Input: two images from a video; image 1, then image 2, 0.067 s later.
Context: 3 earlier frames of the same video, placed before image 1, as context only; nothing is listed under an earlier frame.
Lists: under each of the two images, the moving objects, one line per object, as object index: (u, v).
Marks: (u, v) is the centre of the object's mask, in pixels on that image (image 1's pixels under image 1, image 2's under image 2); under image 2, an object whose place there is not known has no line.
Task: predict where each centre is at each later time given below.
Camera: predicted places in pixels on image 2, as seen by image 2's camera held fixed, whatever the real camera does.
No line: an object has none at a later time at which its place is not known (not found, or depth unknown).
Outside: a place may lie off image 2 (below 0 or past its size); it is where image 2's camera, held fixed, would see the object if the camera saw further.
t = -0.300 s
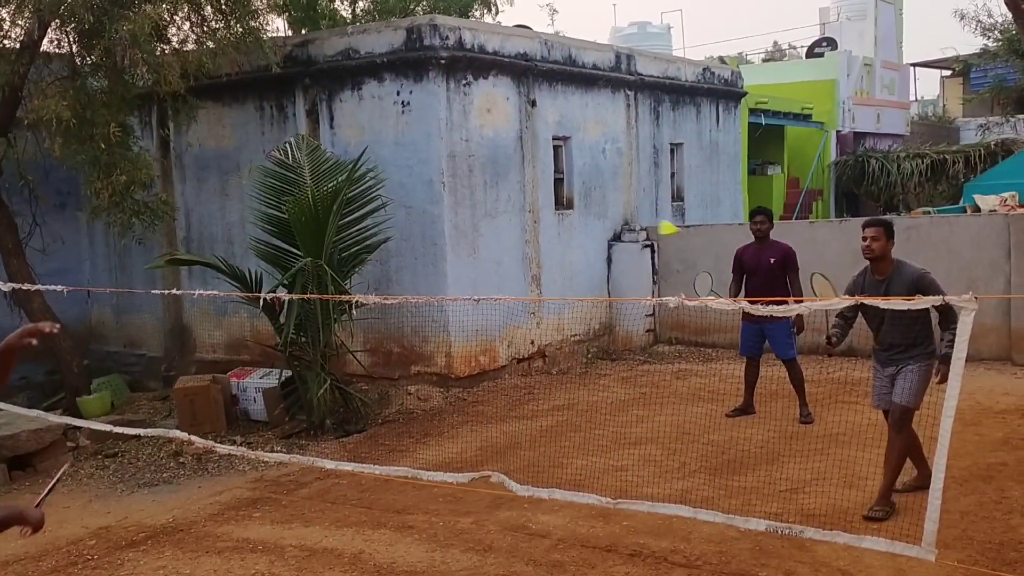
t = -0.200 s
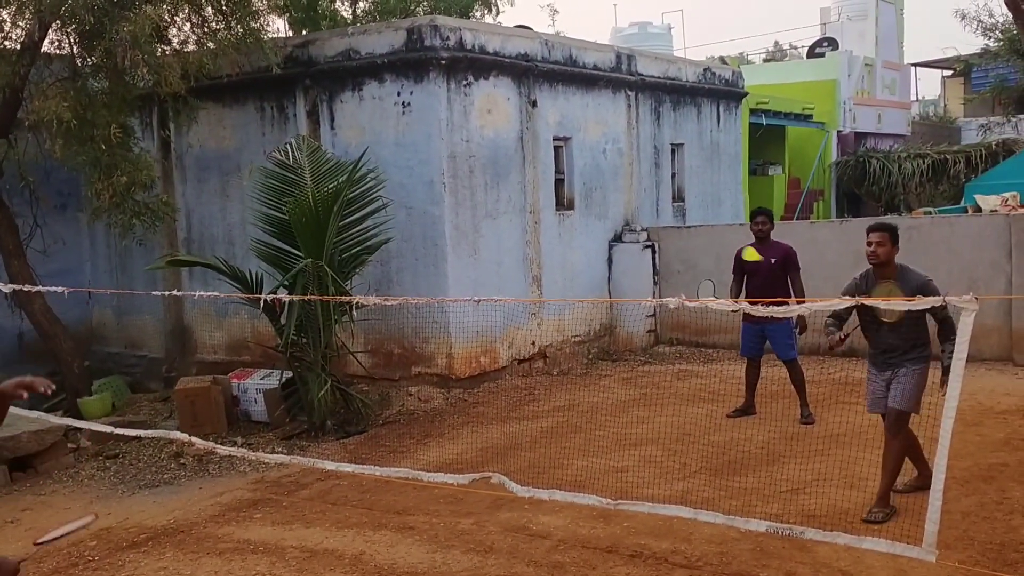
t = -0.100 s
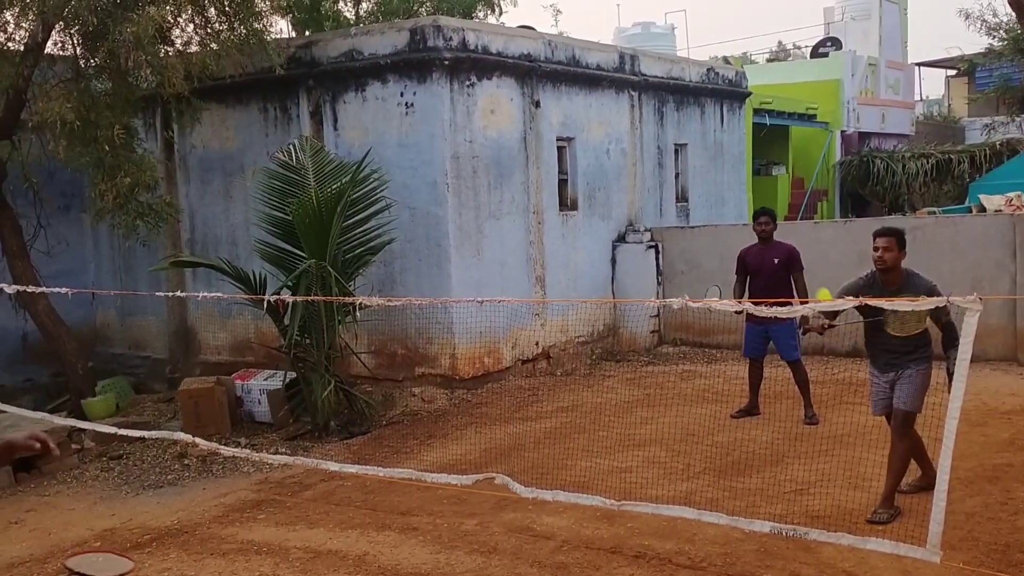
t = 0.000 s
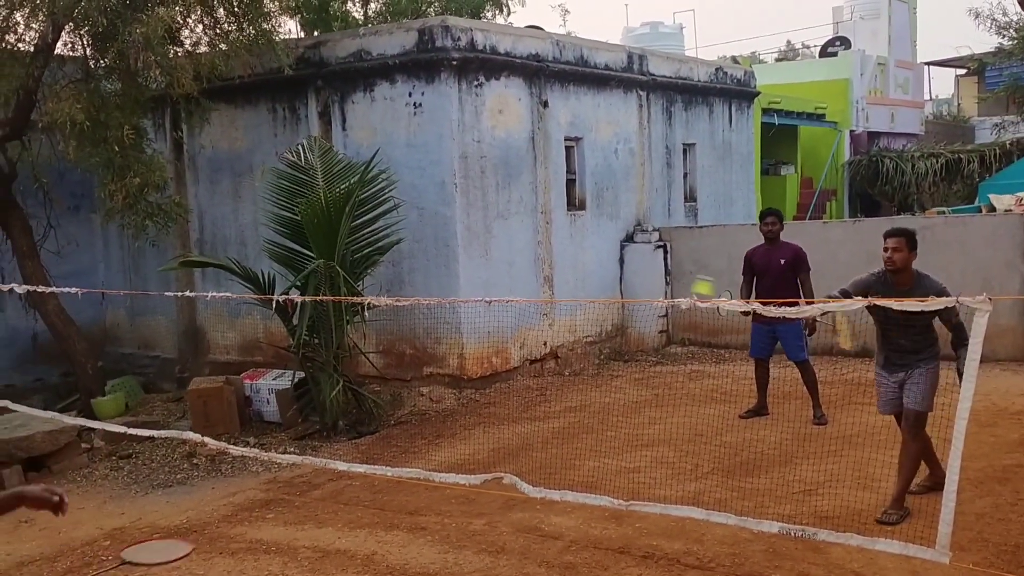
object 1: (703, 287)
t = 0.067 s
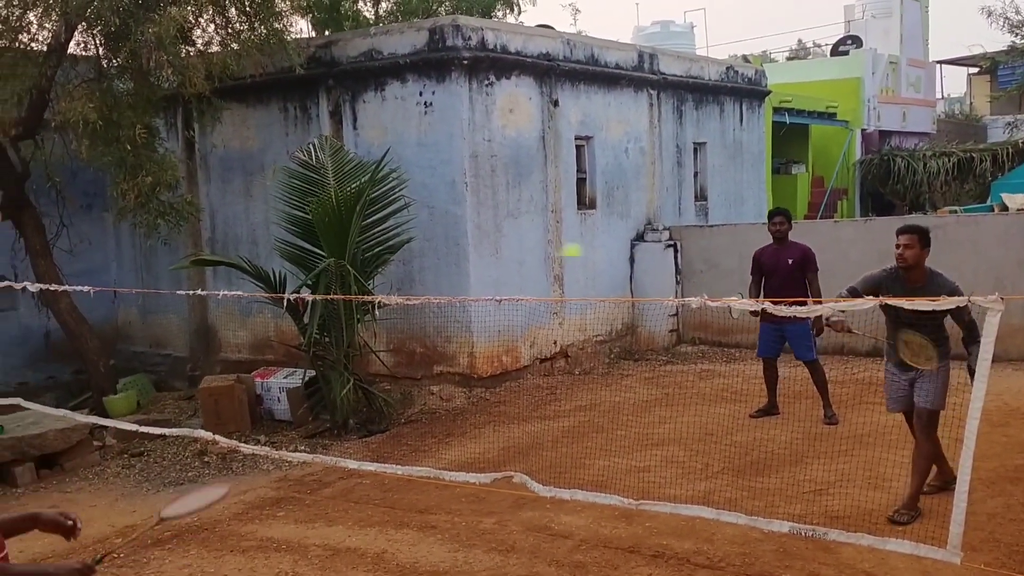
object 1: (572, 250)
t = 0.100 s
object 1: (502, 249)
